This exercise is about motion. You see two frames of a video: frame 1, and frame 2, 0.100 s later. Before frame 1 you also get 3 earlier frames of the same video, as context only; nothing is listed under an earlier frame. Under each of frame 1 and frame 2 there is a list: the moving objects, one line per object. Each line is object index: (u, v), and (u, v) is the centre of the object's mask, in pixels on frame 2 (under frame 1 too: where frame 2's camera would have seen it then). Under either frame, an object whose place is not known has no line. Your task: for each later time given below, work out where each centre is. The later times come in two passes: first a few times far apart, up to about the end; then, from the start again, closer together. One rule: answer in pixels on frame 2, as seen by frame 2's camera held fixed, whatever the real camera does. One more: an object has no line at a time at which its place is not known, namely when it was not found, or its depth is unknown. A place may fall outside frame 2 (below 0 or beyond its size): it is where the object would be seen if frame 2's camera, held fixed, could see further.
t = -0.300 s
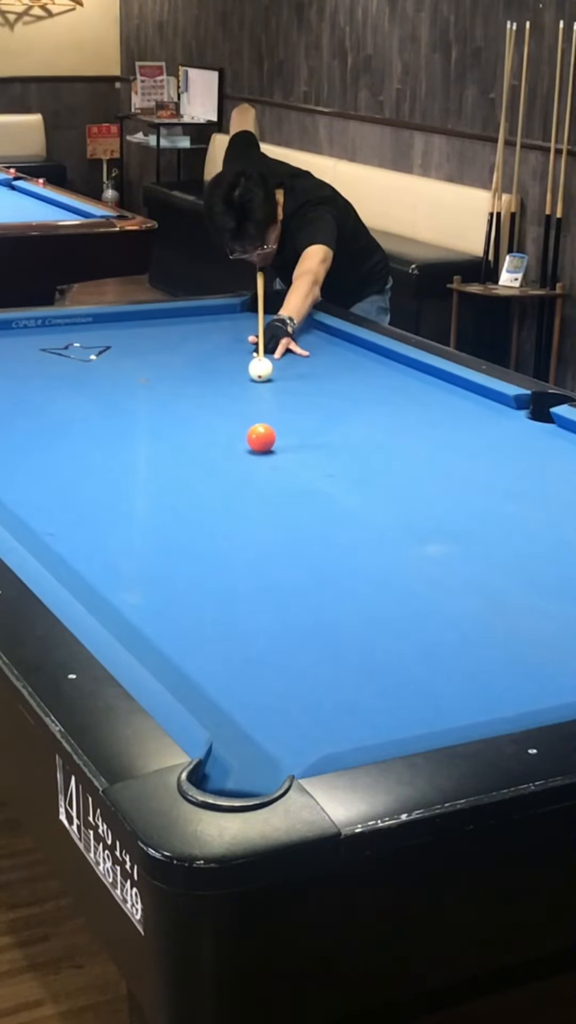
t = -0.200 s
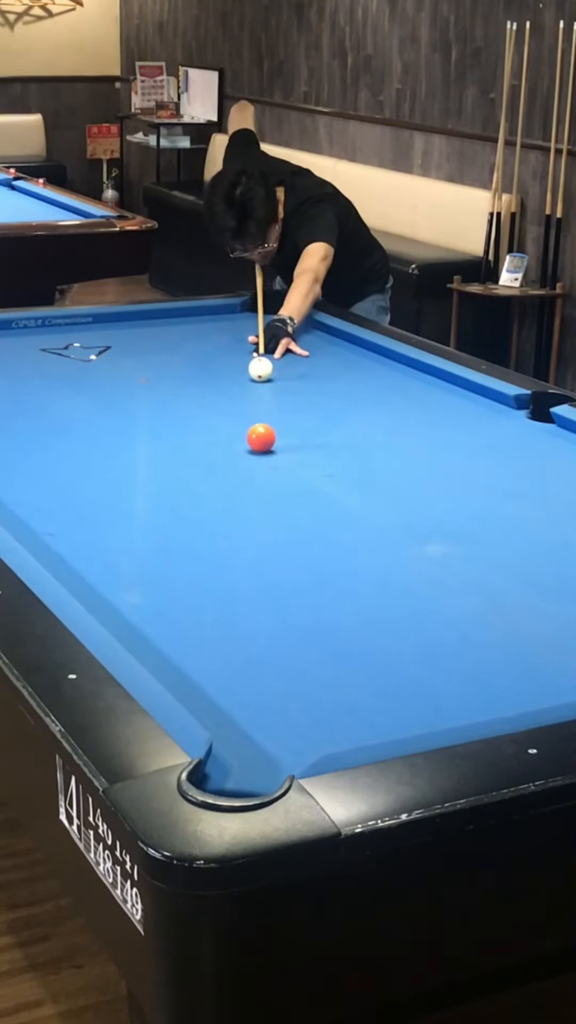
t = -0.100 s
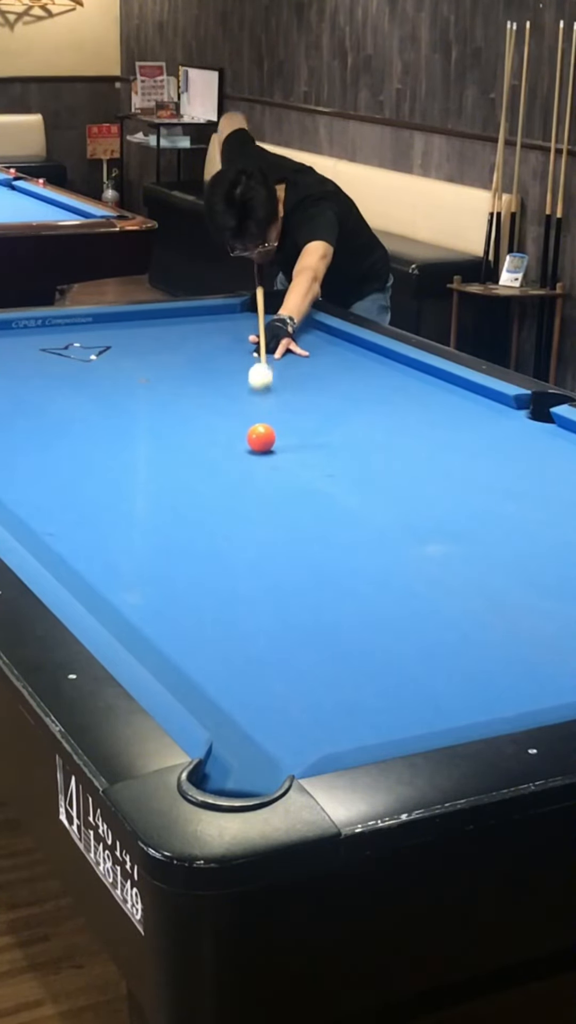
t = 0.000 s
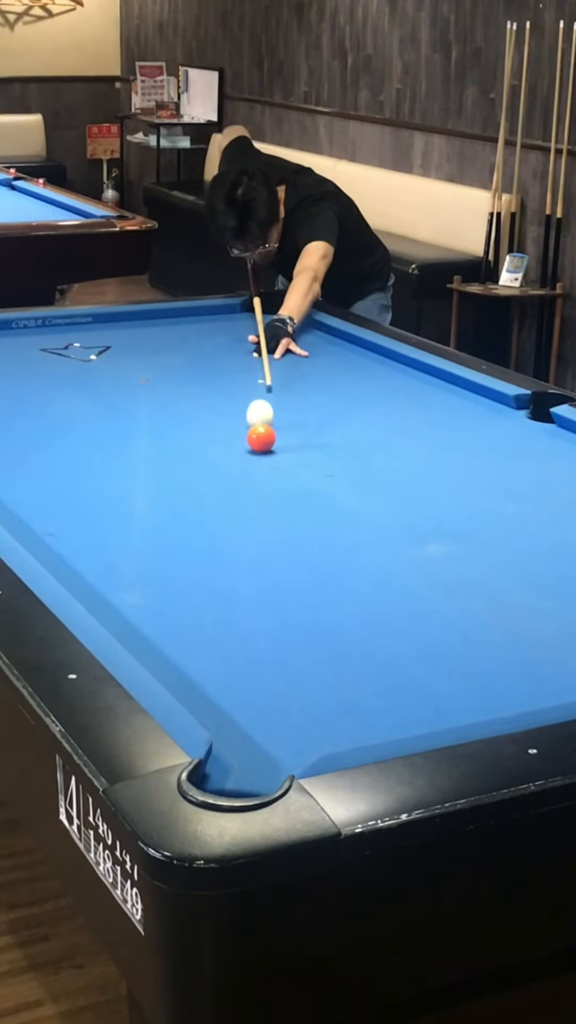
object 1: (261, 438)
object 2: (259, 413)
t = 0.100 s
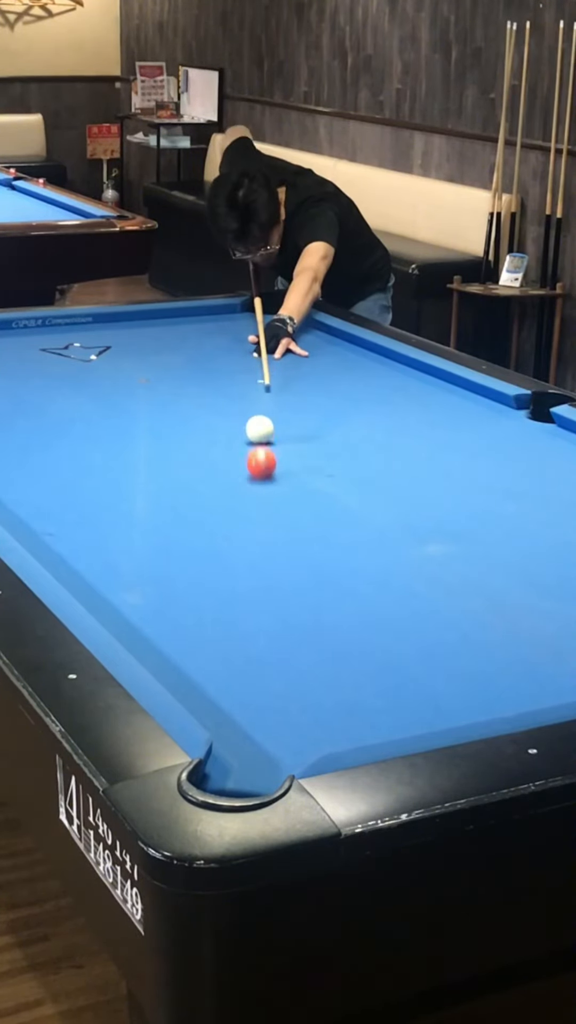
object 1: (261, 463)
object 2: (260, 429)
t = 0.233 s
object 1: (262, 519)
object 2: (260, 427)
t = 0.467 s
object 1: (263, 632)
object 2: (261, 423)
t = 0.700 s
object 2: (262, 419)
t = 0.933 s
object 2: (263, 416)
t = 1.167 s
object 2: (263, 413)
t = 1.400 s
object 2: (264, 412)
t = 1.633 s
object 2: (265, 411)
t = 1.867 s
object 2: (265, 410)
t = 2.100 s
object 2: (265, 411)
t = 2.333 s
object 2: (265, 411)
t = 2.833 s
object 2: (265, 411)
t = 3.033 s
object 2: (265, 411)
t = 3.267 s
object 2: (265, 411)
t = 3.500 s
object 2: (265, 411)
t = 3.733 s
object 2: (265, 411)
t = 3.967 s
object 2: (265, 411)
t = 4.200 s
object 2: (265, 411)
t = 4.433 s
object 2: (265, 411)
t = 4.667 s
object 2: (265, 411)
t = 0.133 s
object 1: (261, 477)
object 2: (260, 429)
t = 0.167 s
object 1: (262, 491)
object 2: (260, 428)
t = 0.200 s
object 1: (262, 505)
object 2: (260, 428)
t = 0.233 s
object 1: (262, 519)
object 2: (260, 427)
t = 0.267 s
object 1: (262, 533)
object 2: (260, 426)
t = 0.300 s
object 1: (262, 548)
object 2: (260, 426)
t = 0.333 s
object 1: (262, 563)
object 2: (260, 425)
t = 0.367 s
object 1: (263, 579)
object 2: (261, 424)
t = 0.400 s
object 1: (262, 596)
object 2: (260, 423)
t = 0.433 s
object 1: (263, 614)
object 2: (260, 423)
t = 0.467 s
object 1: (263, 632)
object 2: (261, 423)
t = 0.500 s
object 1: (263, 653)
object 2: (261, 422)
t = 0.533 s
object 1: (263, 675)
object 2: (261, 421)
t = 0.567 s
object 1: (264, 698)
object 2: (261, 421)
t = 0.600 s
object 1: (264, 723)
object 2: (261, 420)
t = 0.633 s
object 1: (264, 749)
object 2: (262, 420)
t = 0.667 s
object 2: (262, 419)
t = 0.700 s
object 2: (262, 419)
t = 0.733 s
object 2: (262, 418)
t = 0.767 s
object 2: (262, 418)
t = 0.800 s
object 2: (262, 418)
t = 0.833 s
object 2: (262, 417)
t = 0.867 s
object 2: (263, 417)
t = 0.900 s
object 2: (263, 416)
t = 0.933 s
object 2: (263, 416)
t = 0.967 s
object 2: (263, 415)
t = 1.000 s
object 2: (263, 415)
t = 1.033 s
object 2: (263, 415)
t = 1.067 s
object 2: (263, 414)
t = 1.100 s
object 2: (263, 414)
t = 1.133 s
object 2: (263, 414)
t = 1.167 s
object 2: (263, 413)
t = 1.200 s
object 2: (263, 413)
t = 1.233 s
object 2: (264, 413)
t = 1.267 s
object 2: (264, 413)
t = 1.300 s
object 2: (264, 413)
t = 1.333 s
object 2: (264, 412)
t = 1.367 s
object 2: (264, 412)
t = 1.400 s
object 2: (264, 412)
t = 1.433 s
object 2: (264, 412)
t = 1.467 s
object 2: (264, 412)
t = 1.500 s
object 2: (264, 411)
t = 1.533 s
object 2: (265, 411)
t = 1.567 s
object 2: (265, 411)
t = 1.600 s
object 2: (265, 411)
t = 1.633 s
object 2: (265, 411)
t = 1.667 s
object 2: (265, 411)
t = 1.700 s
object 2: (265, 411)
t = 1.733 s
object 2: (265, 411)
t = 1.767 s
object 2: (265, 411)
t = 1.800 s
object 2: (265, 411)
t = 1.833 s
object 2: (265, 410)
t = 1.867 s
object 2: (265, 410)
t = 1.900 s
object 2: (265, 410)
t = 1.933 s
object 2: (265, 410)
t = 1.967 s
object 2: (265, 410)
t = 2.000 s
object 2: (265, 411)
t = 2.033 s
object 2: (265, 411)
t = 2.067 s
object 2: (265, 411)
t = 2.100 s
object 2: (265, 411)
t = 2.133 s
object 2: (265, 411)
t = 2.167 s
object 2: (265, 411)
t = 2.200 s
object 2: (265, 411)
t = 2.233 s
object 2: (265, 411)
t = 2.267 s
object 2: (265, 411)
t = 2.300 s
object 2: (265, 411)
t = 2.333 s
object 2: (265, 411)
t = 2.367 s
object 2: (265, 411)
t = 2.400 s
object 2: (265, 411)
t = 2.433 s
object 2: (265, 411)
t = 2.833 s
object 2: (265, 411)
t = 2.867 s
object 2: (265, 411)
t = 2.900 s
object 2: (265, 411)
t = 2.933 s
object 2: (265, 411)
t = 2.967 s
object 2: (265, 411)
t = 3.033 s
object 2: (265, 411)
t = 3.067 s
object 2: (265, 411)
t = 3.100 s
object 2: (265, 411)
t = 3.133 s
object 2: (265, 411)
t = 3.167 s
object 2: (265, 411)
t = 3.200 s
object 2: (265, 411)
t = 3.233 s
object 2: (265, 411)
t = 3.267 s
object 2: (265, 411)
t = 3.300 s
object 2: (265, 411)
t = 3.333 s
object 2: (265, 411)
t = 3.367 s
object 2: (265, 411)
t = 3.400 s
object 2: (265, 411)
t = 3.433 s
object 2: (265, 411)
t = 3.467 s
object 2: (265, 411)
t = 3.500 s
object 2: (265, 411)
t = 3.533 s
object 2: (265, 411)
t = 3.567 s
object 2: (265, 411)
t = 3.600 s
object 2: (265, 411)
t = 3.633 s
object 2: (265, 411)
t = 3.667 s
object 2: (265, 411)
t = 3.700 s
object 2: (265, 411)
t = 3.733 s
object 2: (265, 411)
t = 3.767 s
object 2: (265, 411)
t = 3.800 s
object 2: (265, 411)
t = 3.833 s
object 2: (265, 411)
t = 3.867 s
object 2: (265, 411)
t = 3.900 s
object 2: (265, 411)
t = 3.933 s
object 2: (265, 411)
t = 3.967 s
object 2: (265, 411)
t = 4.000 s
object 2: (265, 411)
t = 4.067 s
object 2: (265, 411)
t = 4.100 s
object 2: (265, 411)
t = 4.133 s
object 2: (265, 411)
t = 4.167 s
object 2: (265, 411)
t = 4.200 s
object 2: (265, 411)
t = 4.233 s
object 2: (265, 411)
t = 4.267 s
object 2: (265, 411)
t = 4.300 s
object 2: (265, 411)
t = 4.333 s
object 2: (265, 411)
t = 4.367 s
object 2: (265, 411)
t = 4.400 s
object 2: (265, 411)
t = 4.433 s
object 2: (265, 411)
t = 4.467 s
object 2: (265, 411)
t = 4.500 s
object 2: (265, 411)
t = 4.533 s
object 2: (265, 411)
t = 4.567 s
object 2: (265, 411)
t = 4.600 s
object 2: (265, 411)
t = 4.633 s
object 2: (265, 411)
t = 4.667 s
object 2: (265, 411)
